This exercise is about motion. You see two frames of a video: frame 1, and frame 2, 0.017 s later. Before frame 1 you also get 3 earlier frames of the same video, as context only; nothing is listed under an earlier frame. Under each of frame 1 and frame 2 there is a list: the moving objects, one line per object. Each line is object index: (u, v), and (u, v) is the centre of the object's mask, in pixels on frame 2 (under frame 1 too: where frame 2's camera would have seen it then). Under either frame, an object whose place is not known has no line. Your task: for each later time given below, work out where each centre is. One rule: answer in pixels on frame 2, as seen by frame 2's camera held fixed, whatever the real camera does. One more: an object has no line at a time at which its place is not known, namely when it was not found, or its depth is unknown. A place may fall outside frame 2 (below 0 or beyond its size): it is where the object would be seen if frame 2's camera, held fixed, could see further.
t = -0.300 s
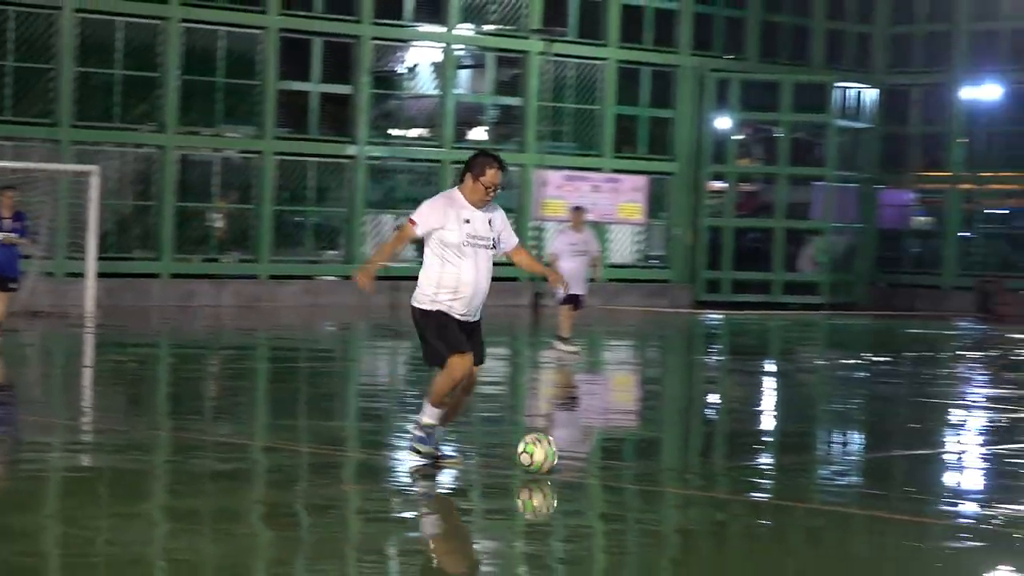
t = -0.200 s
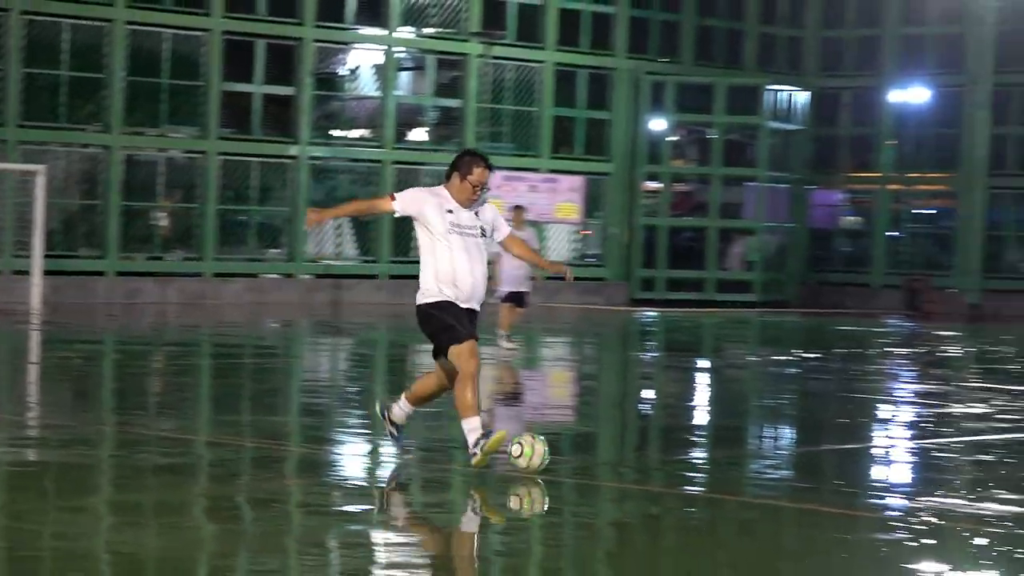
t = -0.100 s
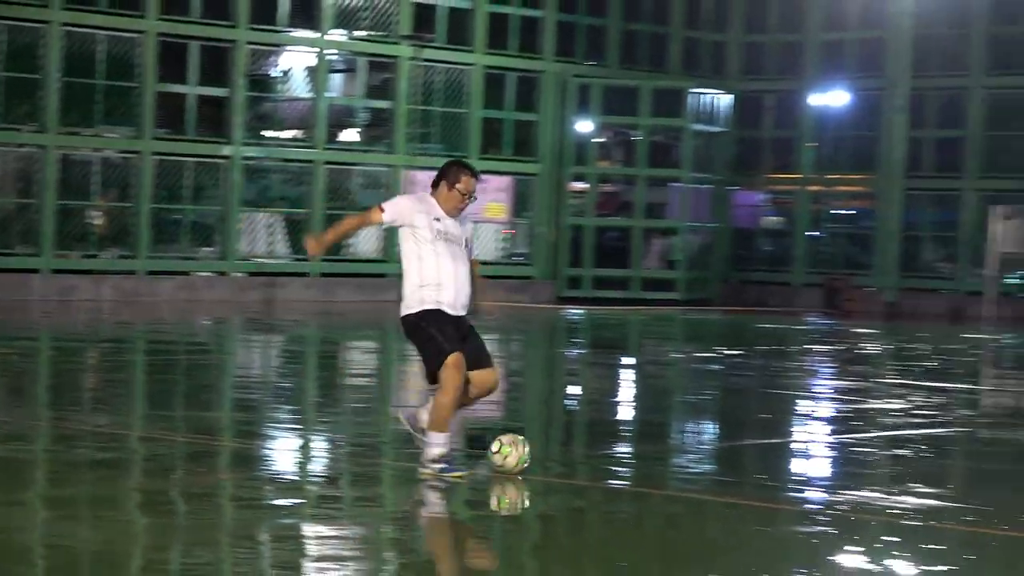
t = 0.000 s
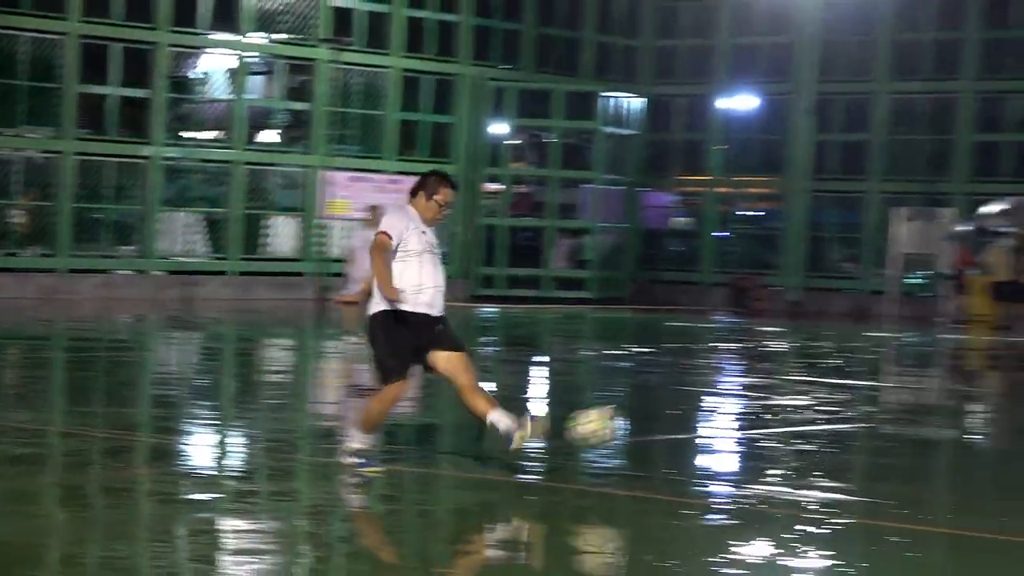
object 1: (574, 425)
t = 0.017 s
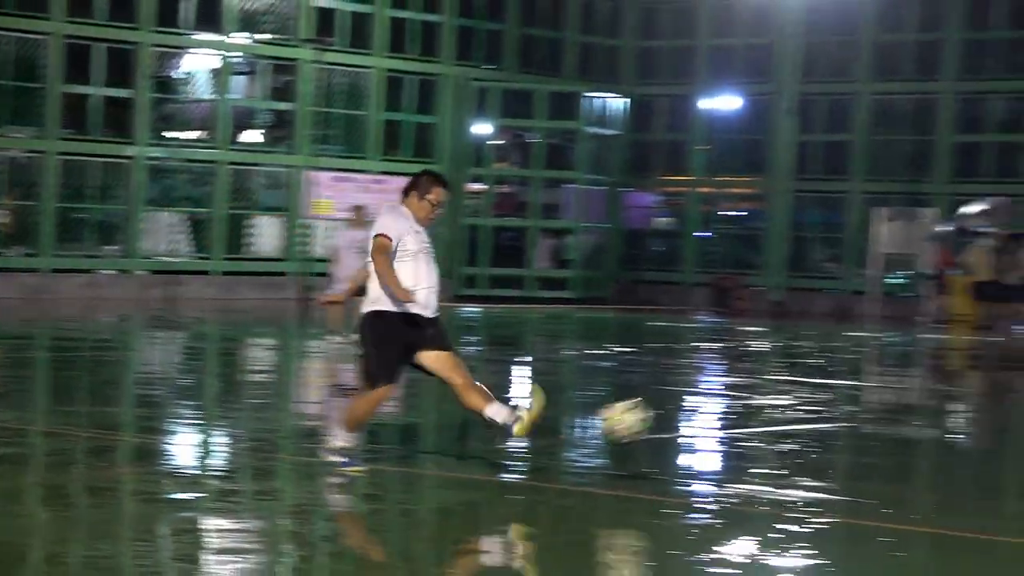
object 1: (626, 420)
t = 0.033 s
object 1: (665, 415)
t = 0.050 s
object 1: (724, 412)
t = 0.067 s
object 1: (766, 406)
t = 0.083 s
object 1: (818, 401)
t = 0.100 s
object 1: (868, 399)
